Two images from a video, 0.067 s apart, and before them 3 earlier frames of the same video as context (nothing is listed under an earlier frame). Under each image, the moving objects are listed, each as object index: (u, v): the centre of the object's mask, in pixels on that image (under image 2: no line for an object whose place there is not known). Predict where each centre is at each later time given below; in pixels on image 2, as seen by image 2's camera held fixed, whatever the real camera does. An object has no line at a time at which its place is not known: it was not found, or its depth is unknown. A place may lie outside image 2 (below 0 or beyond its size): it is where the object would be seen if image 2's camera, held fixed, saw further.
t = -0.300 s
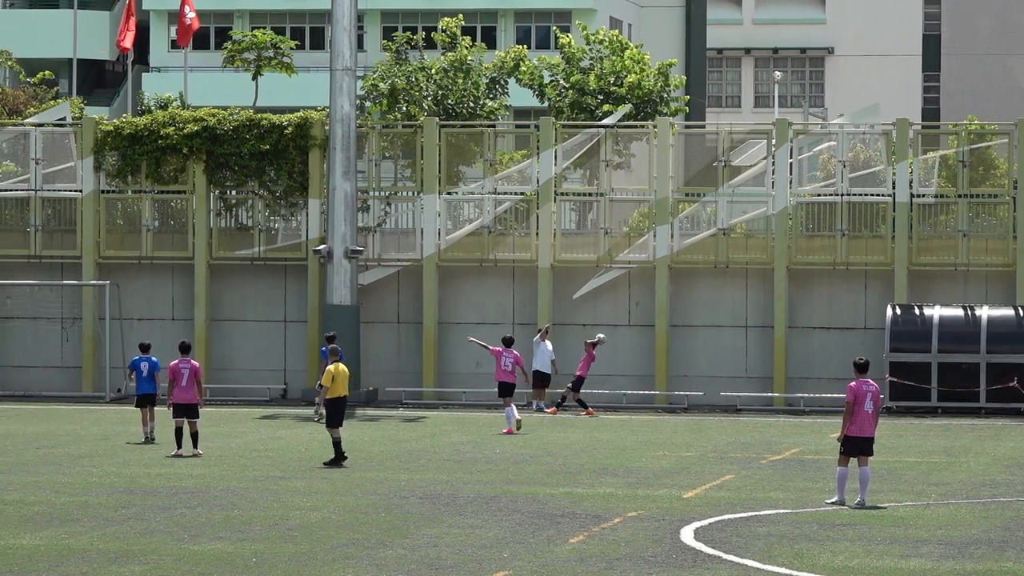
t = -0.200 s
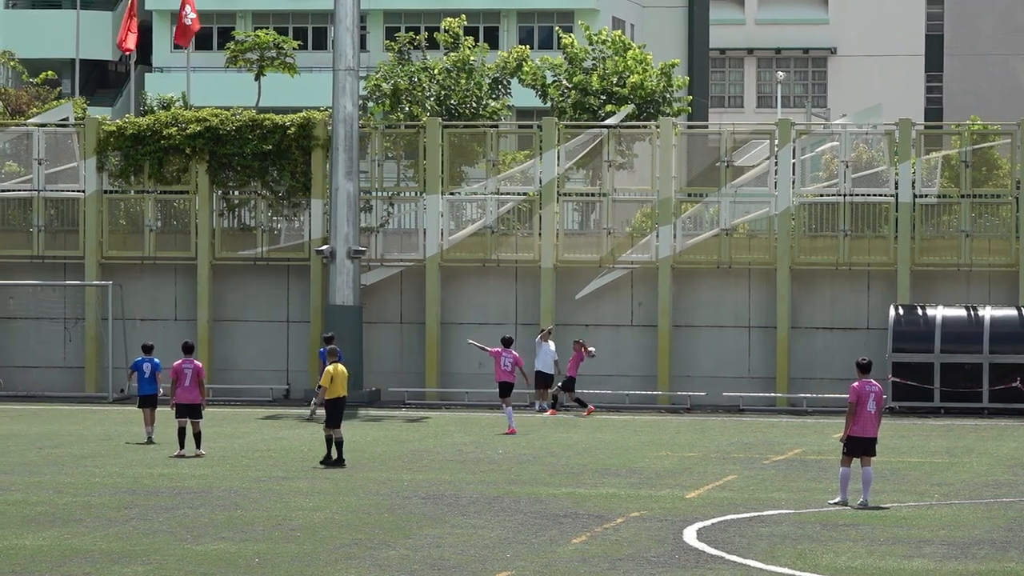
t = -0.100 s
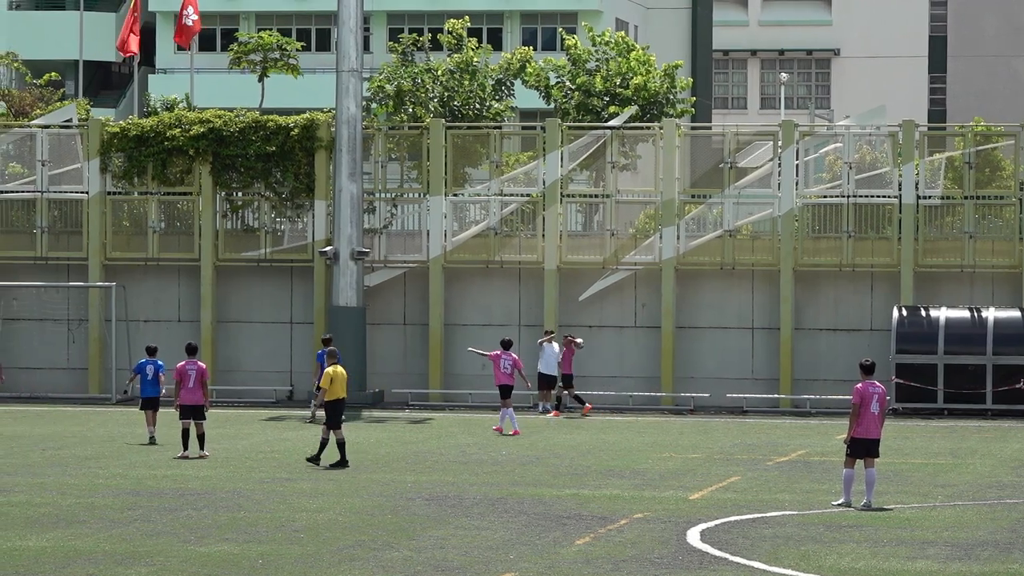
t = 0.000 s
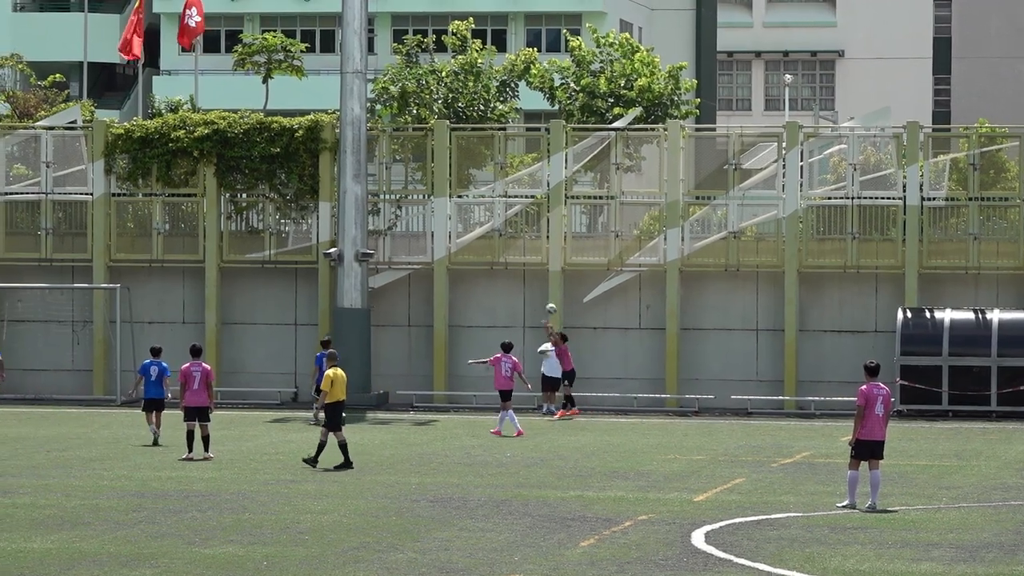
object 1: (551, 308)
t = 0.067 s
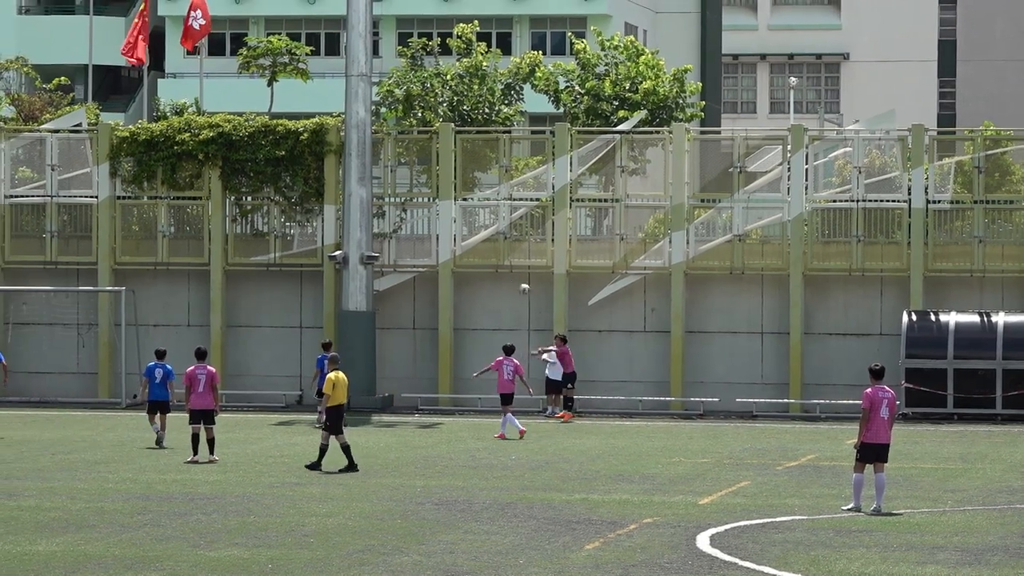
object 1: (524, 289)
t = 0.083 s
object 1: (516, 284)
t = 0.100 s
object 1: (509, 278)
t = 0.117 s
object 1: (501, 273)
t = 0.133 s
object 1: (493, 269)
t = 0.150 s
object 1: (487, 263)
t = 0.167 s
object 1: (478, 259)
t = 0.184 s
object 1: (472, 254)
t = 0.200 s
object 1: (464, 250)
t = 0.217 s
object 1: (457, 246)
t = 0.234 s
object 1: (450, 242)
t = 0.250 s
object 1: (444, 238)
